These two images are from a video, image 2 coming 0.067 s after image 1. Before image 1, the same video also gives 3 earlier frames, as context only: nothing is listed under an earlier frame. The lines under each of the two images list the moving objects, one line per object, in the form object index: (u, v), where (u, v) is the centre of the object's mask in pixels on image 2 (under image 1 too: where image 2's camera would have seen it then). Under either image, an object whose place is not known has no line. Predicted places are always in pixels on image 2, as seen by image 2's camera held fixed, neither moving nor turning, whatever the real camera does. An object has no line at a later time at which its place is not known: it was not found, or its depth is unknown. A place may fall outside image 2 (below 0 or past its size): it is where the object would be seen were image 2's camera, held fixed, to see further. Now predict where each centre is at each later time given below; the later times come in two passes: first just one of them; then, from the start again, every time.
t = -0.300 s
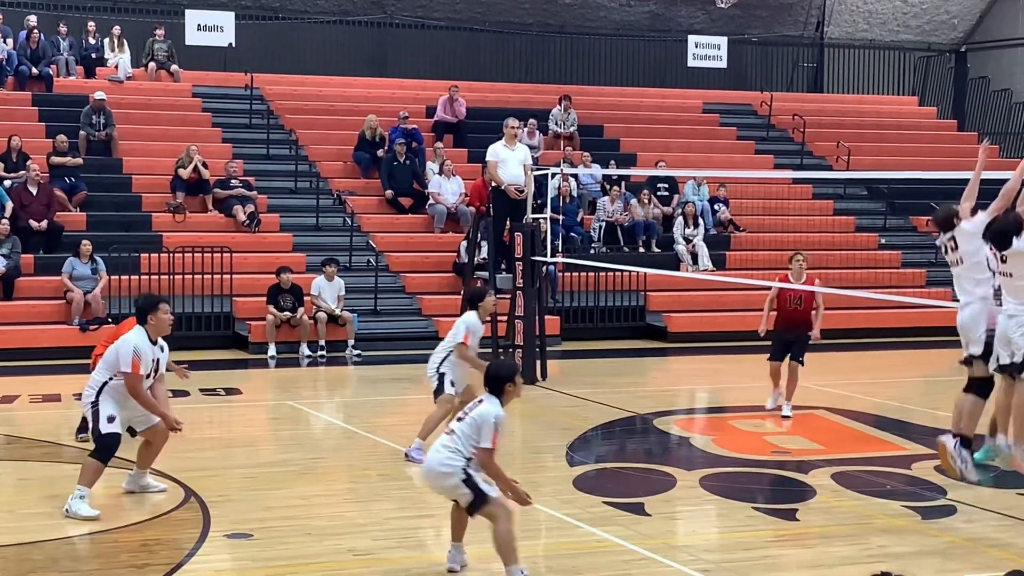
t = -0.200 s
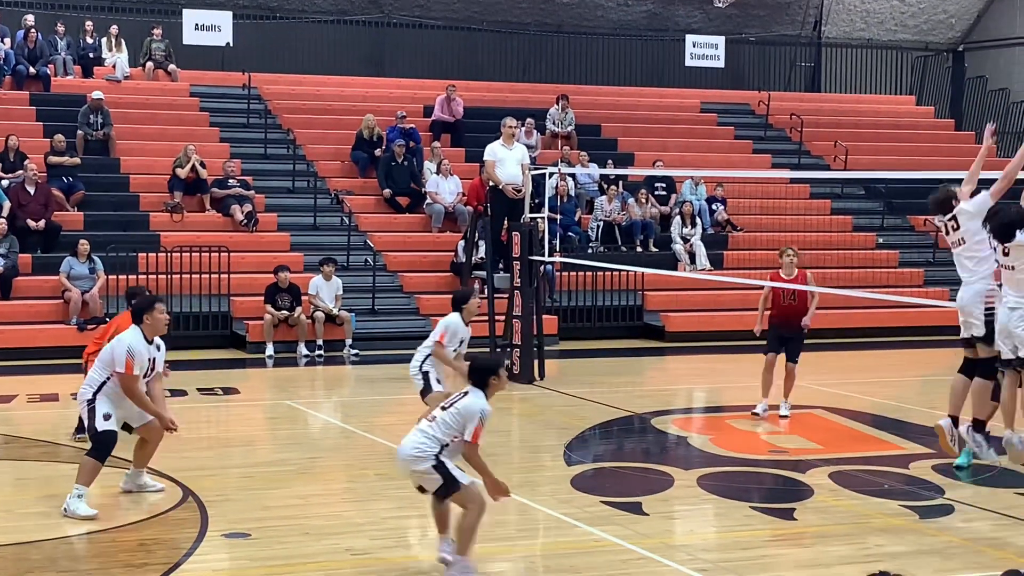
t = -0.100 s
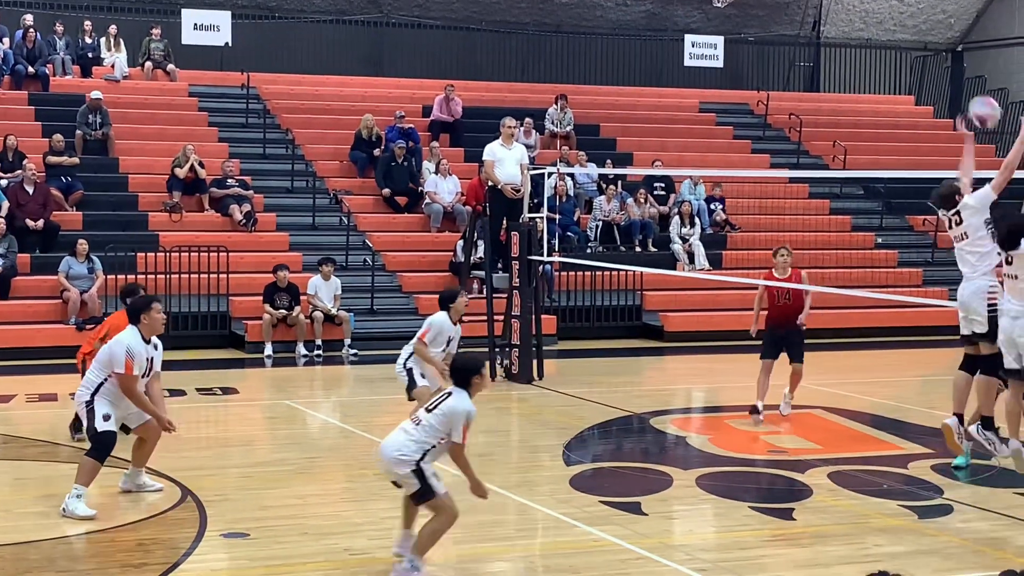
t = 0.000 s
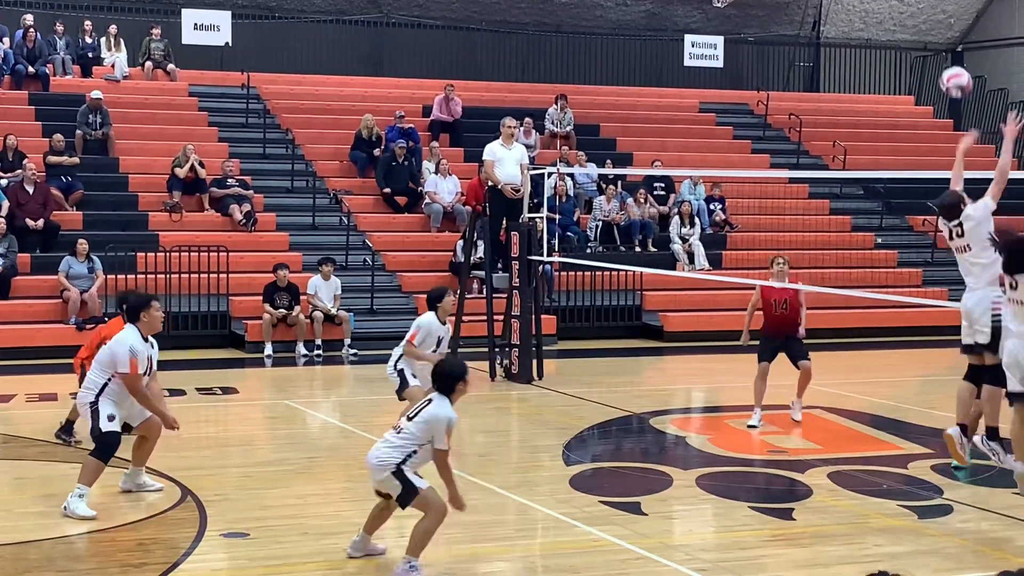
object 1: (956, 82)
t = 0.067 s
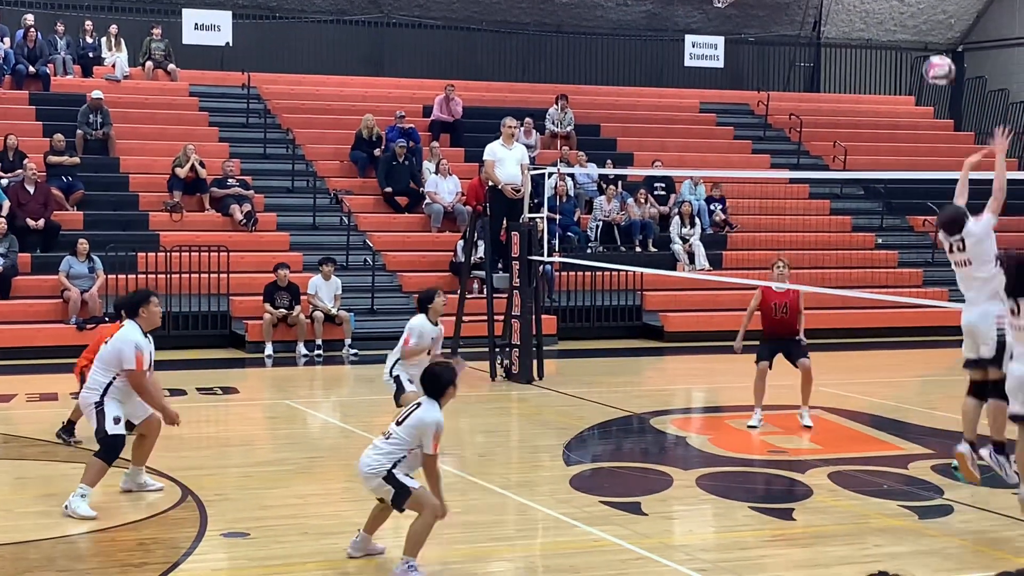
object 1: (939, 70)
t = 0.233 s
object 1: (896, 66)
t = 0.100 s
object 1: (930, 66)
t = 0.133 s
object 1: (922, 64)
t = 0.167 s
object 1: (913, 64)
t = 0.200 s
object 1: (904, 64)
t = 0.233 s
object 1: (896, 66)
